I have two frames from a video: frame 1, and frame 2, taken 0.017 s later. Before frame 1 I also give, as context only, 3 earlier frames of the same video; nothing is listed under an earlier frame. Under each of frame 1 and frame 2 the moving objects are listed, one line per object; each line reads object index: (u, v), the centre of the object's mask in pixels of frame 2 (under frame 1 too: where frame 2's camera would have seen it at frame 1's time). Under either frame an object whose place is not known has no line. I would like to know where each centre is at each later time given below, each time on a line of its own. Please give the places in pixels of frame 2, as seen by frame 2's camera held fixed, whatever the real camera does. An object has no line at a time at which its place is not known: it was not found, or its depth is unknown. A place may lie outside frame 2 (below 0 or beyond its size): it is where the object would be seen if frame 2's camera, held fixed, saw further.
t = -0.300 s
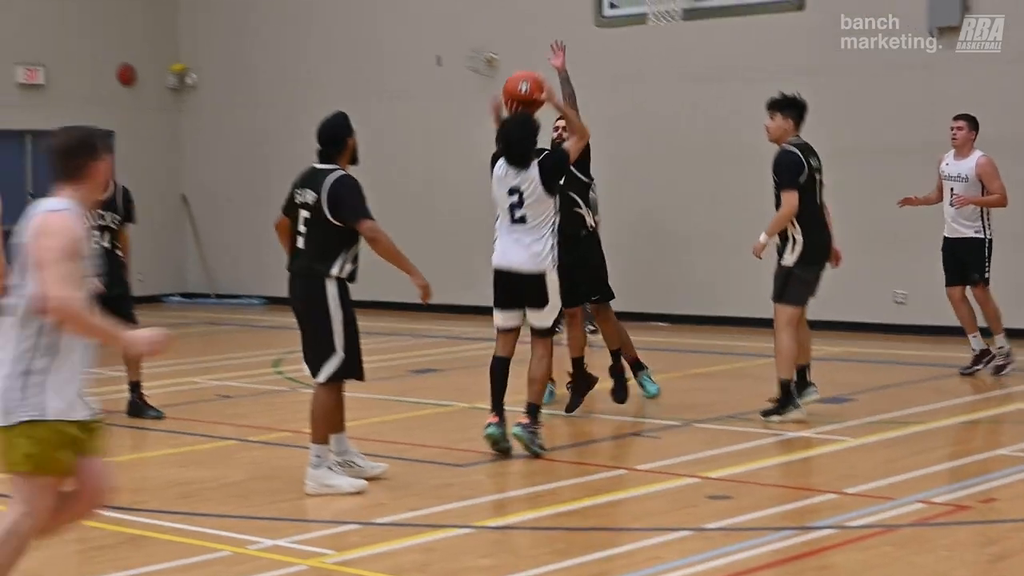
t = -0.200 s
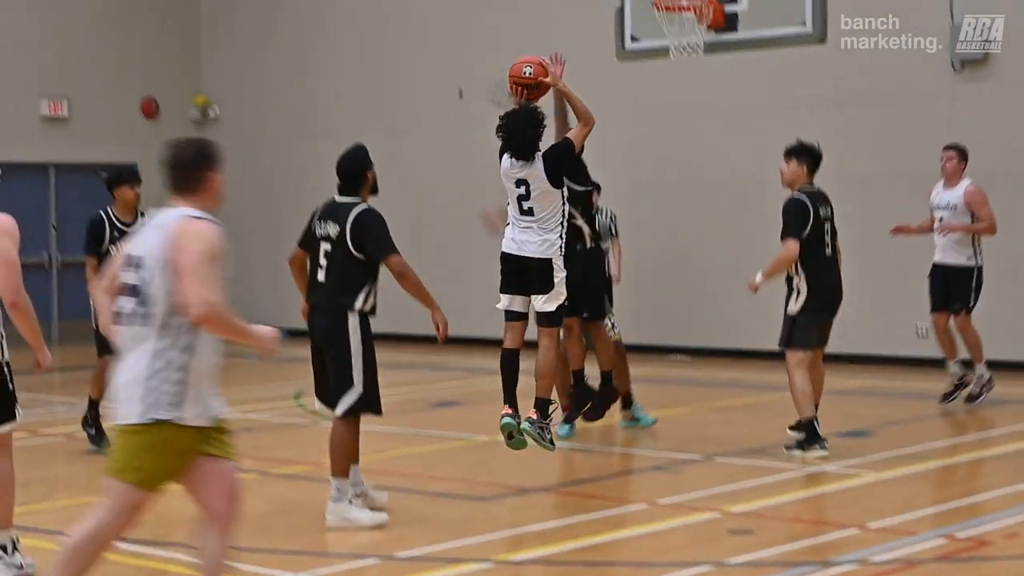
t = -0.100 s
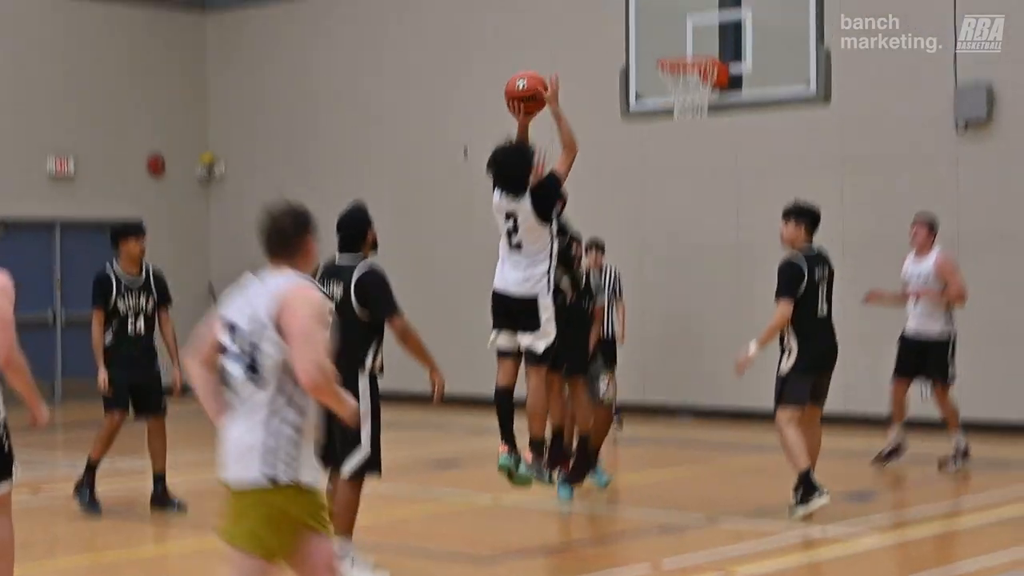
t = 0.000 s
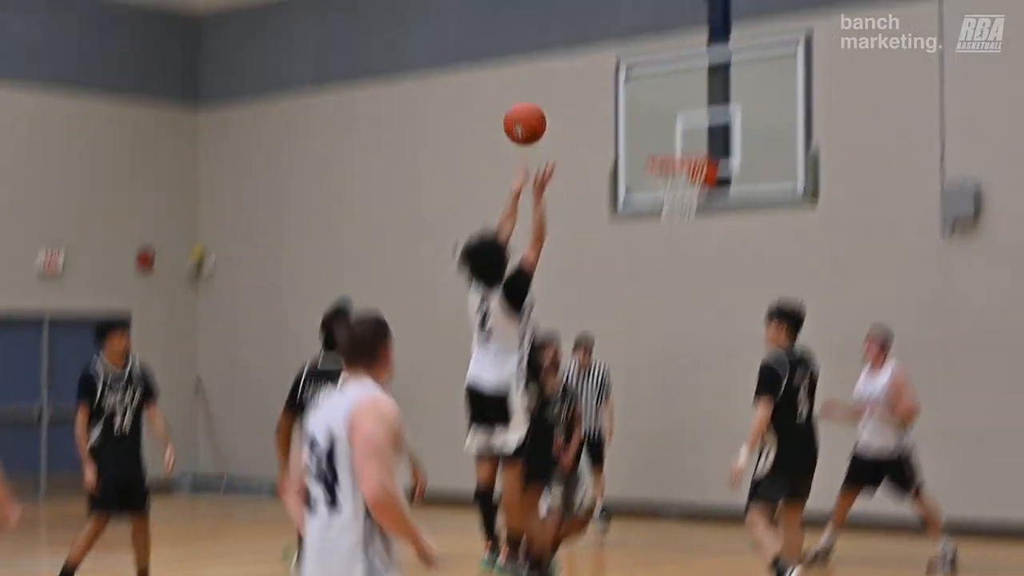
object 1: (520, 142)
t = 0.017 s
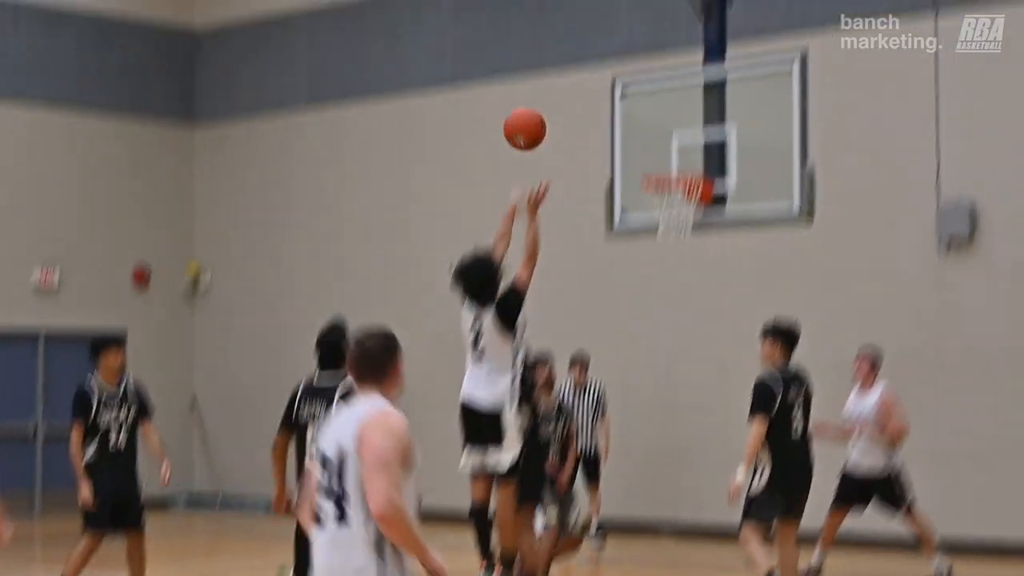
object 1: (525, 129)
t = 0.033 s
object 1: (529, 116)
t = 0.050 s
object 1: (533, 104)
